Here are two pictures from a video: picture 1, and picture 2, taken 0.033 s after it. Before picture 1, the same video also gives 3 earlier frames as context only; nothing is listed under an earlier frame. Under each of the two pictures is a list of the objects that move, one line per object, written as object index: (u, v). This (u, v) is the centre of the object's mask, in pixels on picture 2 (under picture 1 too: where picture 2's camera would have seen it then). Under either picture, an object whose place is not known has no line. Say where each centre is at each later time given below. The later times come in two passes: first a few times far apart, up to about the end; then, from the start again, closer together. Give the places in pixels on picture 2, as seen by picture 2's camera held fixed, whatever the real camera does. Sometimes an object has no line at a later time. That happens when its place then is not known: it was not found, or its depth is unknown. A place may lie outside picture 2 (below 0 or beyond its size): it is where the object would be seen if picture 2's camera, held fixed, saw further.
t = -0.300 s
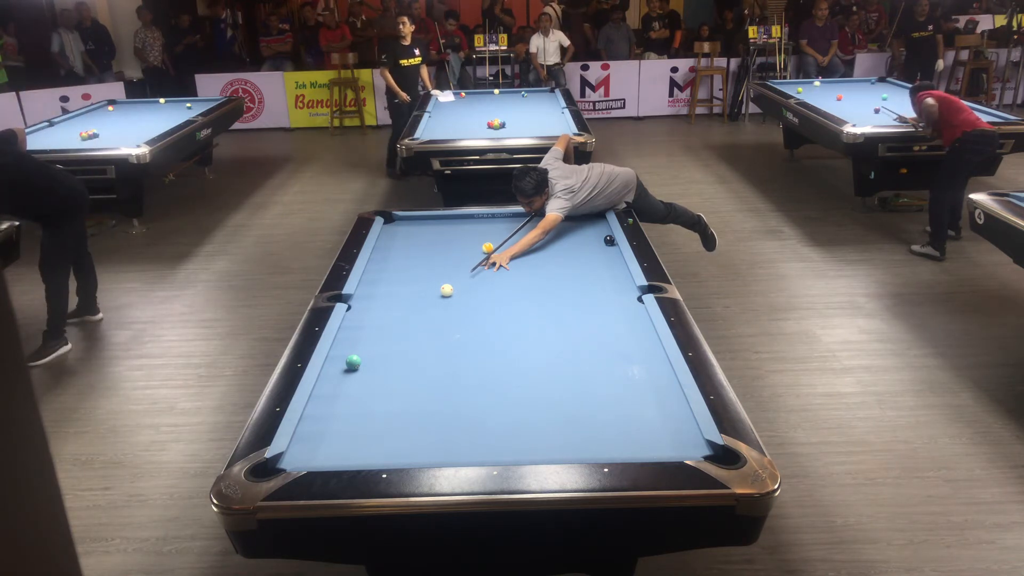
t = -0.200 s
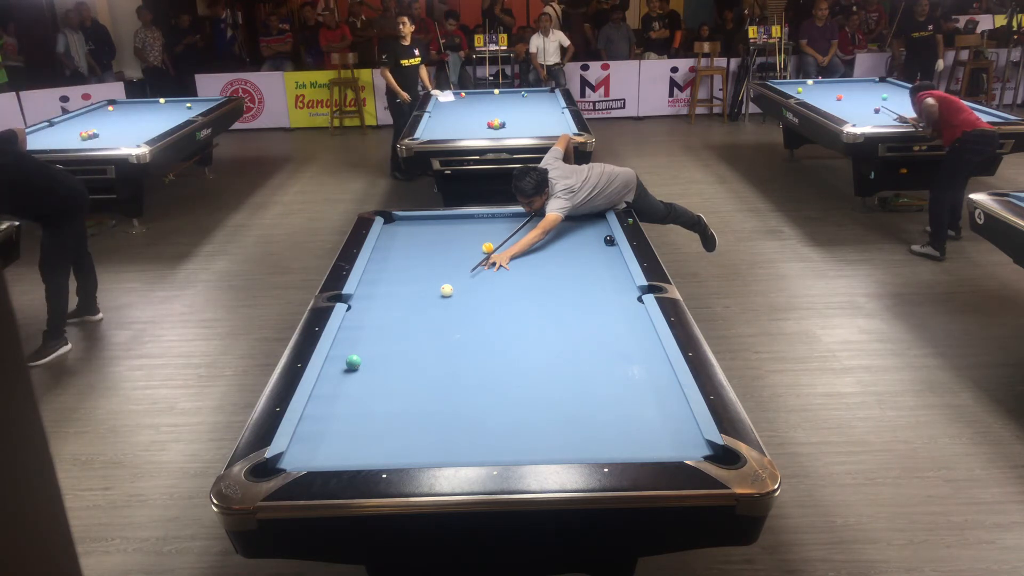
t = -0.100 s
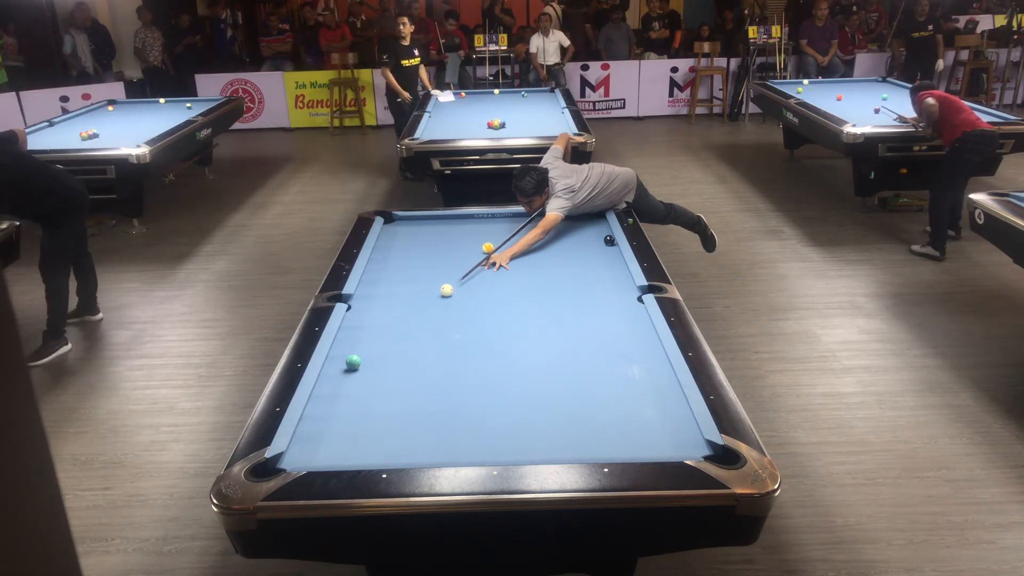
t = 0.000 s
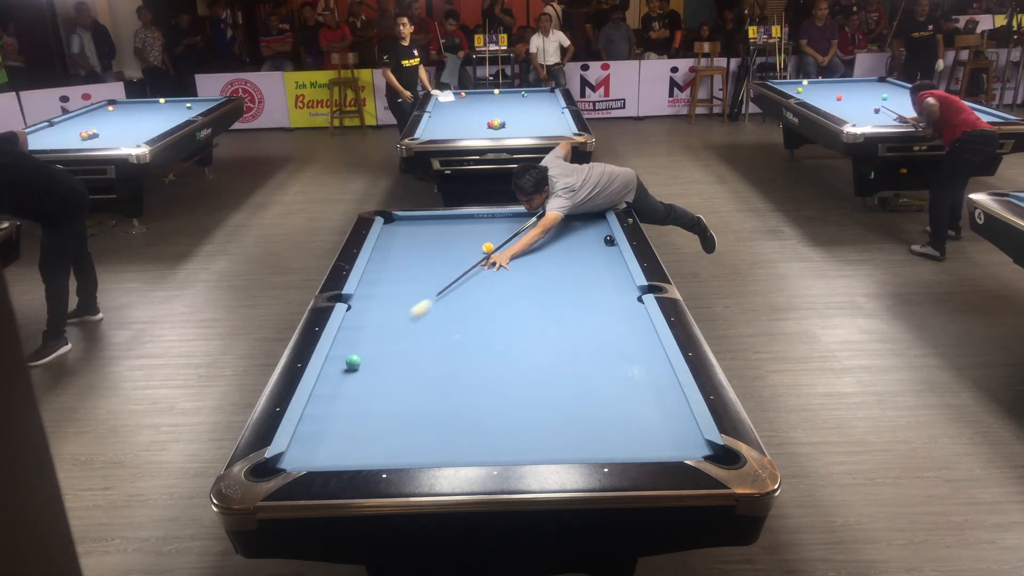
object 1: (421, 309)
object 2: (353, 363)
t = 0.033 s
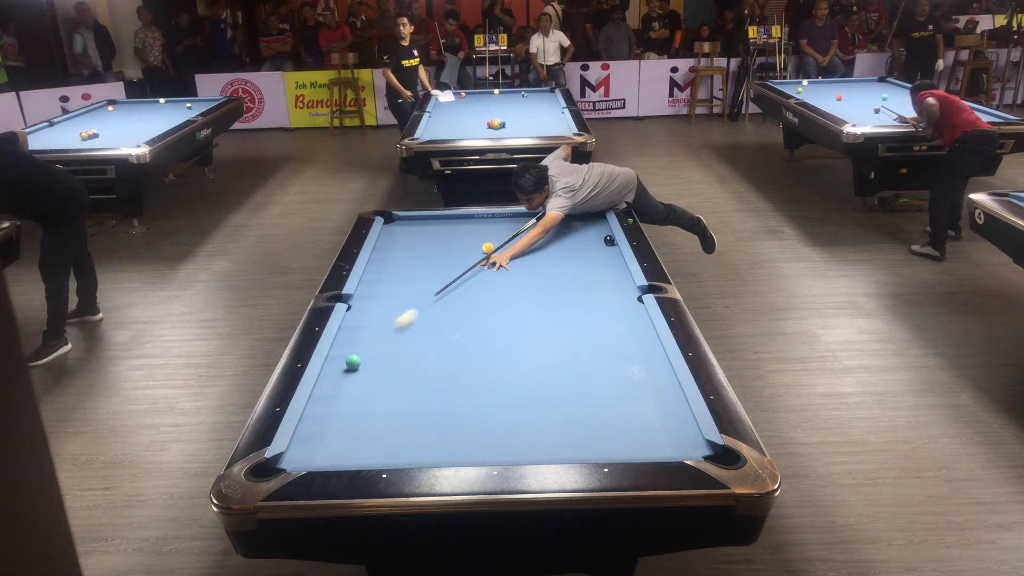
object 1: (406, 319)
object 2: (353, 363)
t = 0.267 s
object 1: (336, 356)
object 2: (321, 413)
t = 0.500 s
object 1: (359, 350)
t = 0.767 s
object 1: (381, 344)
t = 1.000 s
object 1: (399, 340)
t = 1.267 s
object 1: (419, 336)
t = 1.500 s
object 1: (433, 332)
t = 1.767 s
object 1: (449, 328)
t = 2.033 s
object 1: (463, 325)
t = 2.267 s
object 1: (474, 322)
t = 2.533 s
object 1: (486, 320)
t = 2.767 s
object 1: (495, 318)
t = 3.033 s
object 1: (504, 316)
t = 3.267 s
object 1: (511, 314)
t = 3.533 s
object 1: (517, 313)
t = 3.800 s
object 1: (523, 312)
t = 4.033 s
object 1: (526, 311)
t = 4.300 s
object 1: (529, 310)
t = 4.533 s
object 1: (531, 310)
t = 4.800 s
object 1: (532, 310)
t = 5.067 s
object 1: (532, 310)
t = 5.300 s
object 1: (532, 310)
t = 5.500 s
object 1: (530, 312)
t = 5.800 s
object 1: (531, 310)
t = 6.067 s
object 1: (532, 310)
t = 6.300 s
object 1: (532, 310)
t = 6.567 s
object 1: (532, 310)
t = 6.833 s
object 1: (532, 310)
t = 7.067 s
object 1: (532, 310)
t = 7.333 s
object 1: (532, 310)
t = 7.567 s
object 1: (531, 310)
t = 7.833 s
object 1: (532, 310)
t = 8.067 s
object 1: (531, 310)
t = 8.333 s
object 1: (531, 310)
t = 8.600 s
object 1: (532, 310)
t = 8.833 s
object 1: (531, 310)
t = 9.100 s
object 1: (532, 310)
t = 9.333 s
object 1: (532, 310)
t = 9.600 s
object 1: (531, 310)
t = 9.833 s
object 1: (531, 310)
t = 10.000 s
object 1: (531, 310)
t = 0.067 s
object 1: (392, 330)
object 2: (353, 363)
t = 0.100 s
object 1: (376, 342)
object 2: (353, 363)
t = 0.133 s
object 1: (363, 351)
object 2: (353, 364)
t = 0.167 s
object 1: (351, 355)
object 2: (347, 371)
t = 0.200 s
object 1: (343, 356)
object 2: (339, 386)
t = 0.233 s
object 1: (337, 356)
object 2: (330, 399)
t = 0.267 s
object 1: (336, 356)
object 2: (321, 413)
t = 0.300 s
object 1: (340, 355)
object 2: (312, 427)
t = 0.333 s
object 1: (343, 354)
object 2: (302, 442)
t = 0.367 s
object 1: (346, 353)
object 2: (292, 456)
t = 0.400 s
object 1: (349, 353)
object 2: (286, 463)
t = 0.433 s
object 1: (353, 352)
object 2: (273, 470)
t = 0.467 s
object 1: (356, 351)
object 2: (264, 474)
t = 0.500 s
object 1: (359, 350)
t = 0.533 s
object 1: (361, 350)
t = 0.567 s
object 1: (364, 349)
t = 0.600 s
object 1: (367, 348)
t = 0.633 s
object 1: (370, 347)
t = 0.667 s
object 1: (373, 347)
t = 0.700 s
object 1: (376, 346)
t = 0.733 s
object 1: (379, 345)
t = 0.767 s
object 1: (381, 344)
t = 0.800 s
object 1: (384, 344)
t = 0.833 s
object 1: (387, 343)
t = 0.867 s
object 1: (389, 343)
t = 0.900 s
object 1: (392, 342)
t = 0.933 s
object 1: (394, 341)
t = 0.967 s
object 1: (397, 341)
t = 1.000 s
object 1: (399, 340)
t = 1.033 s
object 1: (402, 340)
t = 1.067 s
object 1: (404, 339)
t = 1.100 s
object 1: (407, 338)
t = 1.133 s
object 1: (409, 338)
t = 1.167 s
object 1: (412, 337)
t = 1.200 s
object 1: (414, 337)
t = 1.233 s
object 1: (416, 336)
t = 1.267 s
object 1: (419, 336)
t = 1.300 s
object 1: (421, 335)
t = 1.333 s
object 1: (423, 335)
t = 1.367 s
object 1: (425, 334)
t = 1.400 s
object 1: (427, 333)
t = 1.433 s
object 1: (429, 333)
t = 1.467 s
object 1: (431, 332)
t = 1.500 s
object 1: (433, 332)
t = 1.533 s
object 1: (436, 331)
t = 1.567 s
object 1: (438, 331)
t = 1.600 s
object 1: (440, 330)
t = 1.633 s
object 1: (442, 330)
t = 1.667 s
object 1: (443, 329)
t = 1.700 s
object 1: (445, 329)
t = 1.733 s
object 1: (447, 328)
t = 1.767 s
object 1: (449, 328)
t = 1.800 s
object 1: (451, 328)
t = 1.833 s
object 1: (453, 327)
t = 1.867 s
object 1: (455, 327)
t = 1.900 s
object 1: (456, 326)
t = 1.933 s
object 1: (458, 326)
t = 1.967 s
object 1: (460, 325)
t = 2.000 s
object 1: (462, 325)
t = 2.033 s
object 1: (463, 325)
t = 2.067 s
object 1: (465, 324)
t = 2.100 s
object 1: (467, 324)
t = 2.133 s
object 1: (468, 324)
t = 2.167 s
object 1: (470, 323)
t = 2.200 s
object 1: (472, 323)
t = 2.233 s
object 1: (473, 322)
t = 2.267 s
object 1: (474, 322)
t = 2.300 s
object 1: (476, 322)
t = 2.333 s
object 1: (478, 322)
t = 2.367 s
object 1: (479, 321)
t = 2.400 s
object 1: (480, 321)
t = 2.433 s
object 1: (482, 321)
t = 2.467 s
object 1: (483, 320)
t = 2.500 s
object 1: (485, 320)
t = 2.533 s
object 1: (486, 320)
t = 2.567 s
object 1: (487, 319)
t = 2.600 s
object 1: (488, 319)
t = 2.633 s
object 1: (490, 319)
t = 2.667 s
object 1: (491, 318)
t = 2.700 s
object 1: (492, 318)
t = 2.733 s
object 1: (494, 318)
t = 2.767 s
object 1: (495, 318)
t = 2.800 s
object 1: (496, 317)
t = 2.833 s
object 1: (497, 317)
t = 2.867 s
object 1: (498, 317)
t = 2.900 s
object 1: (499, 316)
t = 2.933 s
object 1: (500, 316)
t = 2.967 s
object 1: (502, 316)
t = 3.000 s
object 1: (503, 316)
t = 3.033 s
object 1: (504, 316)
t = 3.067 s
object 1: (505, 315)
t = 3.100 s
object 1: (506, 315)
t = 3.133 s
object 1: (507, 315)
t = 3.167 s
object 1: (508, 315)
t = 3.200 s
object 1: (509, 315)
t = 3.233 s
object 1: (510, 314)
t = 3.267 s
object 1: (511, 314)
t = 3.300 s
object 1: (512, 314)
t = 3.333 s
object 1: (513, 314)
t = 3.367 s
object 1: (513, 314)
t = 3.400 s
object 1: (514, 314)
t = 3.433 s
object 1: (515, 314)
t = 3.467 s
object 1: (516, 313)
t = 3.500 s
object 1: (517, 313)
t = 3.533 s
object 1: (517, 313)
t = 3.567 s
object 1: (518, 313)
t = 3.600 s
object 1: (519, 313)
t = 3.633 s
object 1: (519, 312)
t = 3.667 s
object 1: (520, 312)
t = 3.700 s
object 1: (521, 312)
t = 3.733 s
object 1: (522, 312)
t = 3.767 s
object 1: (522, 312)
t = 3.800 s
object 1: (523, 312)
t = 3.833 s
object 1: (523, 312)
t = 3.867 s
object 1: (524, 311)
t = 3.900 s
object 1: (525, 311)
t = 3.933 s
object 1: (525, 311)
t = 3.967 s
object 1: (526, 311)
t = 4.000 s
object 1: (526, 311)
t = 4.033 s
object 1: (526, 311)
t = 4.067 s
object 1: (527, 311)
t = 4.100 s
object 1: (527, 311)
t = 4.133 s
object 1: (528, 311)
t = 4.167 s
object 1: (528, 311)
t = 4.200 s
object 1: (528, 311)
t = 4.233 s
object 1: (529, 311)
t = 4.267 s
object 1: (529, 310)
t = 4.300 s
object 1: (529, 310)
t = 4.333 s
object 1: (530, 310)
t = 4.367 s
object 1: (530, 310)
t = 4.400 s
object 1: (530, 310)
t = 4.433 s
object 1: (530, 310)
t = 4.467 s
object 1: (531, 310)
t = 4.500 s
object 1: (531, 310)
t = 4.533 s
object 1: (531, 310)
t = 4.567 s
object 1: (531, 310)
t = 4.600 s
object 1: (531, 310)
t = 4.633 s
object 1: (531, 310)
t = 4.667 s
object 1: (531, 310)
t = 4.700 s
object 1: (531, 310)
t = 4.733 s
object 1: (531, 310)
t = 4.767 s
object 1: (532, 310)
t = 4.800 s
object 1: (532, 310)
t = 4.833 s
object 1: (532, 310)
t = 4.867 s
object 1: (532, 310)
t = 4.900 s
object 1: (532, 310)
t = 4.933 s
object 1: (532, 310)
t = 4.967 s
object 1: (532, 310)
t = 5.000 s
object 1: (532, 310)
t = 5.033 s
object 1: (532, 310)
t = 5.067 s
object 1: (532, 310)
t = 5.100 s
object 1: (532, 310)
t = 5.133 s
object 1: (532, 310)
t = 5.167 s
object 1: (532, 310)
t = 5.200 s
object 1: (531, 310)
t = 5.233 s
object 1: (532, 310)
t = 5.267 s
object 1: (532, 310)
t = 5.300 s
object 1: (532, 310)
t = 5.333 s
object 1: (532, 310)
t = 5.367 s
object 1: (532, 310)
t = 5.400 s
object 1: (532, 310)
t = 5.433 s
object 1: (532, 310)
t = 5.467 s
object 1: (531, 310)
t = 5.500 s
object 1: (530, 312)
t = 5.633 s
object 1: (532, 310)
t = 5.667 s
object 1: (531, 310)
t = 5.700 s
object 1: (531, 310)
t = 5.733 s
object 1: (531, 310)
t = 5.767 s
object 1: (531, 310)
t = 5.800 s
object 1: (531, 310)
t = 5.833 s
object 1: (532, 310)
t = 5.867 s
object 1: (531, 310)
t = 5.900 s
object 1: (531, 310)
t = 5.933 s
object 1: (532, 310)
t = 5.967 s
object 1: (532, 310)
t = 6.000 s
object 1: (532, 310)
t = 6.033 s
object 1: (532, 310)
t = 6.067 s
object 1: (532, 310)
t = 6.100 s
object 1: (532, 310)
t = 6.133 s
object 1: (532, 310)
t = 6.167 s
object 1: (532, 310)
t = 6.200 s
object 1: (532, 310)
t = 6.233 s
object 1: (532, 310)
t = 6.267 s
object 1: (532, 310)
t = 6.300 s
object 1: (532, 310)
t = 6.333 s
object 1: (532, 310)
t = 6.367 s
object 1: (532, 310)
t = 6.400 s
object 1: (532, 310)
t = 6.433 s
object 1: (532, 310)
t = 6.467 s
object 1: (532, 310)
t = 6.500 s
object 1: (532, 310)
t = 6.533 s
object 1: (532, 310)
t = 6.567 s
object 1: (532, 310)
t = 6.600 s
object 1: (532, 310)
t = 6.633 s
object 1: (532, 310)
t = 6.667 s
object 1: (532, 310)
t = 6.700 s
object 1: (532, 310)
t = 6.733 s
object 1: (532, 310)
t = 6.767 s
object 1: (532, 310)
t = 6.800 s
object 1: (532, 310)
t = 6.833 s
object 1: (532, 310)
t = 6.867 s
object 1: (532, 310)
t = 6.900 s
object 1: (532, 310)
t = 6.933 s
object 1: (532, 310)
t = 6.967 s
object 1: (532, 310)
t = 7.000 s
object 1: (532, 310)
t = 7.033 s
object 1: (532, 310)
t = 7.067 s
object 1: (532, 310)
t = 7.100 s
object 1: (532, 310)
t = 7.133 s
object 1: (532, 310)
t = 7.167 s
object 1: (532, 310)
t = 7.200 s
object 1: (532, 310)
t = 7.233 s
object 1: (532, 310)
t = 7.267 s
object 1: (532, 310)
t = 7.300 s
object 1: (532, 310)
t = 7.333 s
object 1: (532, 310)
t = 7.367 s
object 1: (532, 310)
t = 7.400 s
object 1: (532, 310)
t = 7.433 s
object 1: (531, 310)
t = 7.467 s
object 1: (531, 310)
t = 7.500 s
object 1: (531, 310)
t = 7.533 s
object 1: (531, 310)
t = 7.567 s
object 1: (531, 310)
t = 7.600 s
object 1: (532, 310)
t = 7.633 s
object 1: (532, 310)
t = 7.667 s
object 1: (531, 310)
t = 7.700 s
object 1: (531, 310)
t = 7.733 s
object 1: (531, 310)
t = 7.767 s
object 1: (531, 310)
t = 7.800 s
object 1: (532, 310)
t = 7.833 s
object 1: (532, 310)
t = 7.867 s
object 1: (532, 310)
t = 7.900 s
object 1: (532, 310)
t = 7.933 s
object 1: (532, 310)
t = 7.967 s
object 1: (532, 310)
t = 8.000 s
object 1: (531, 310)
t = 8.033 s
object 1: (531, 310)
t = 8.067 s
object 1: (531, 310)
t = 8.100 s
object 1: (531, 310)
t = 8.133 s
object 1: (532, 310)
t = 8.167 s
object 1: (531, 310)
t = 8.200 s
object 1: (531, 310)
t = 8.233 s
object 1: (531, 310)
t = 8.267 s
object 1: (531, 310)
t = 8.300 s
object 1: (532, 310)
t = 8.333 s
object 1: (531, 310)
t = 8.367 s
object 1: (532, 310)
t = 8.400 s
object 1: (532, 310)
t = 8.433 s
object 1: (532, 310)
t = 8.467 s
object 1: (531, 310)
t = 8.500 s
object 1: (532, 310)
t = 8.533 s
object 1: (531, 310)
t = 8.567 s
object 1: (532, 310)
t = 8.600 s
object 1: (532, 310)
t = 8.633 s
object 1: (532, 310)
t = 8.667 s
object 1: (531, 310)
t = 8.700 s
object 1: (532, 310)
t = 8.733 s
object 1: (532, 310)
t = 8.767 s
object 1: (532, 310)
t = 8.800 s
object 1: (532, 310)
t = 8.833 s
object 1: (531, 310)
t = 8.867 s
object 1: (532, 310)
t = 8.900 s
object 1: (532, 310)
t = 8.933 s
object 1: (532, 310)
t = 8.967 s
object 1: (531, 310)
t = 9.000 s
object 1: (532, 310)
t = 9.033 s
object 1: (531, 310)
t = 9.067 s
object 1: (531, 310)
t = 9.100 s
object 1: (532, 310)
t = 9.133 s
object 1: (531, 310)
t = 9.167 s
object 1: (532, 310)
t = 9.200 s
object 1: (532, 310)
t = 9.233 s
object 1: (532, 310)
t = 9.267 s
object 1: (532, 310)
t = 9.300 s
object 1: (532, 310)
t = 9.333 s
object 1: (532, 310)
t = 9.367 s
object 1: (532, 310)
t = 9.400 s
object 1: (531, 310)
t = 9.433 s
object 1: (531, 310)
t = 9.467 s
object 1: (531, 310)
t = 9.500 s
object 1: (532, 310)
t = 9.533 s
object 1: (532, 310)
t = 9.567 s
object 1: (531, 310)
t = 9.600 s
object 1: (531, 310)
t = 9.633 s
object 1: (531, 310)
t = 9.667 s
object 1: (531, 310)
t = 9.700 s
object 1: (531, 310)
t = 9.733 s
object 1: (531, 310)
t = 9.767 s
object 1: (531, 310)
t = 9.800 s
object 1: (531, 310)
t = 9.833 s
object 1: (531, 310)
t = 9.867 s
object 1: (531, 310)
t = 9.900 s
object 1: (531, 310)
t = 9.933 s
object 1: (531, 310)
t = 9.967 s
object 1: (531, 310)
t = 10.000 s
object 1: (531, 310)
